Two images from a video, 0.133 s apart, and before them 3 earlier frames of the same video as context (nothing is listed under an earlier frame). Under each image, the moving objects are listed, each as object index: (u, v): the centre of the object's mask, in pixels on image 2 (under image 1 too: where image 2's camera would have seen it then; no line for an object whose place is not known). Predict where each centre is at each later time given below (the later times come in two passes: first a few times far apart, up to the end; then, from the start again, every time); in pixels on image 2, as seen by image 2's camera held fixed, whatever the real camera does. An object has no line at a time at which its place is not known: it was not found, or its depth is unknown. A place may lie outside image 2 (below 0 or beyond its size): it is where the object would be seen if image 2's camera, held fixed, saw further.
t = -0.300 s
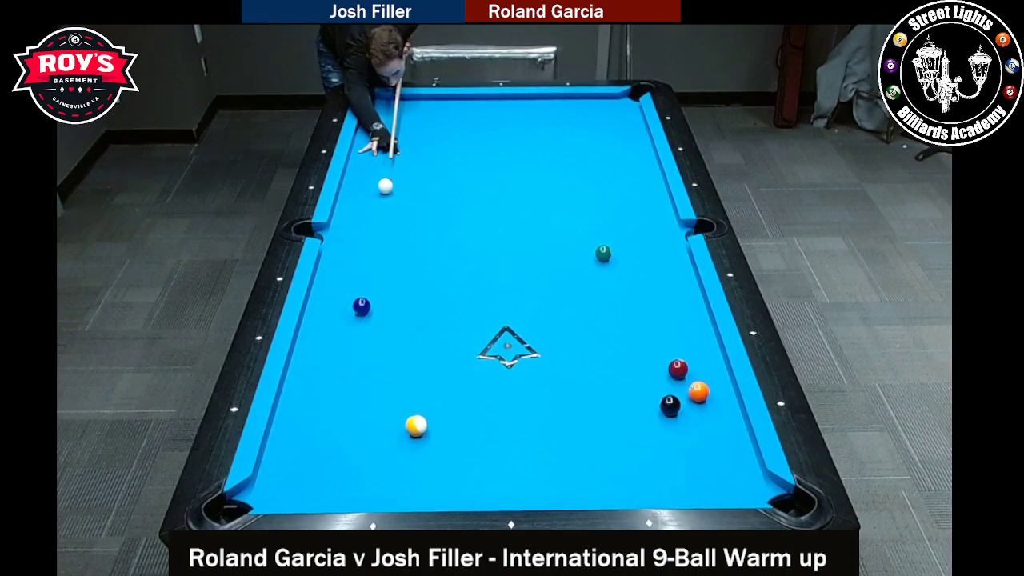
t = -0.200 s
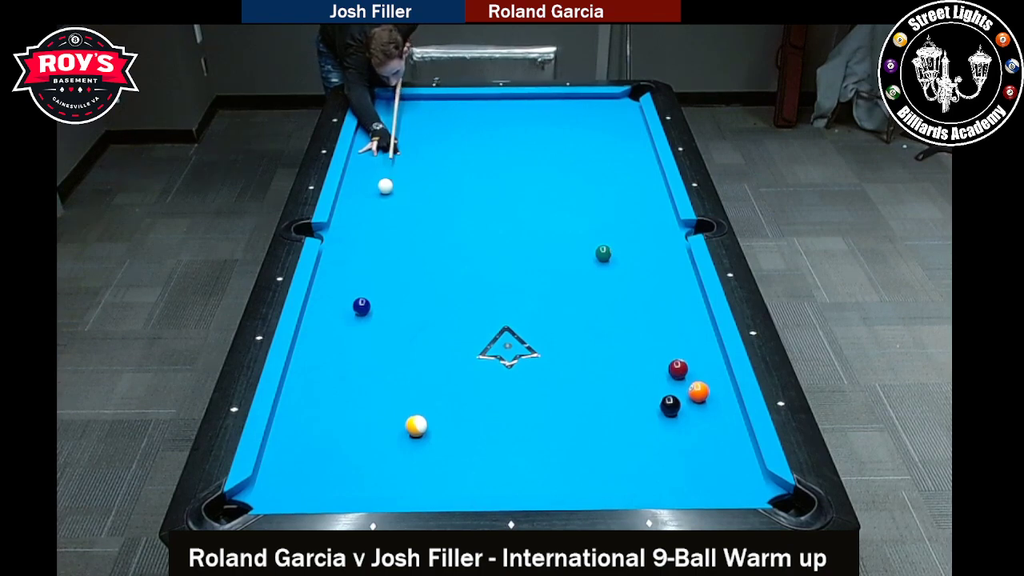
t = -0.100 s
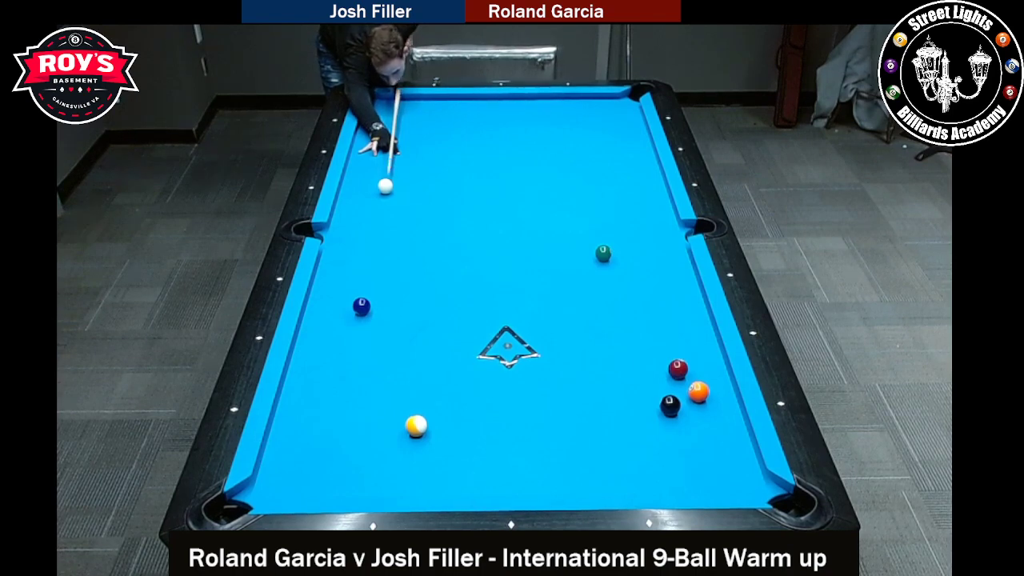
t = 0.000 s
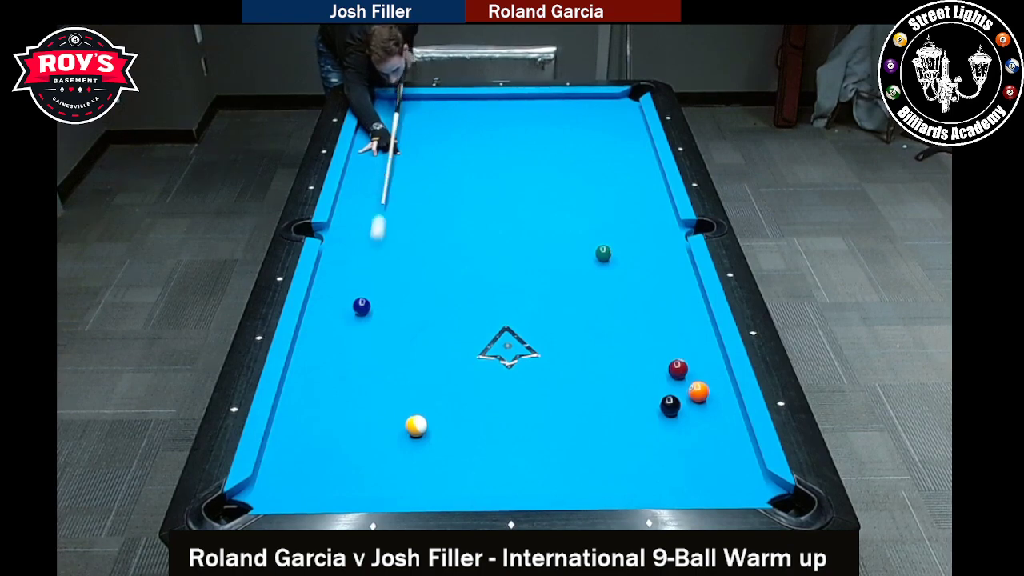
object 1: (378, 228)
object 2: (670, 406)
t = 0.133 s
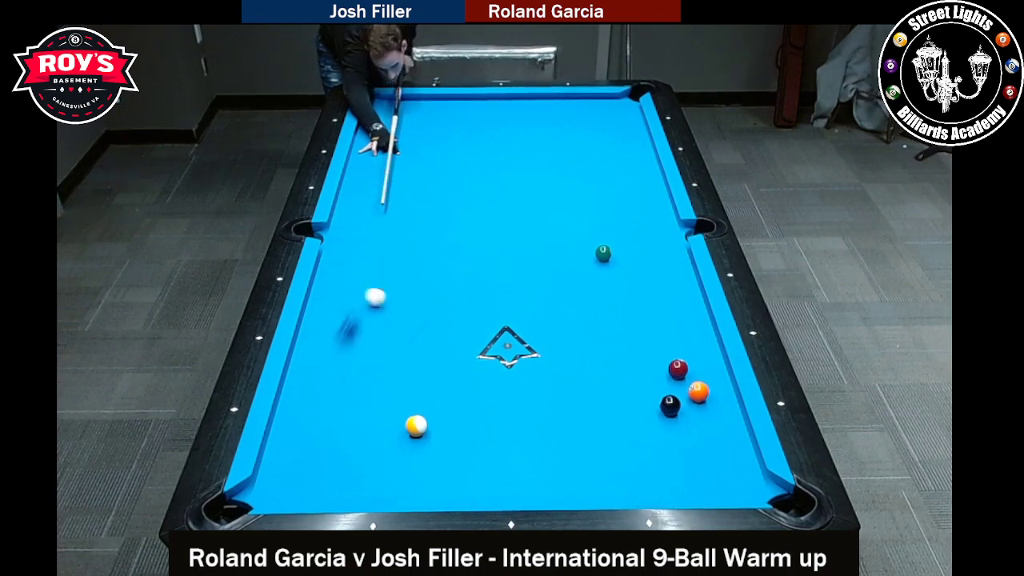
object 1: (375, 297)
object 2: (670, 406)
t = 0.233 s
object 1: (399, 305)
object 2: (670, 406)
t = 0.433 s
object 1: (442, 332)
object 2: (670, 406)
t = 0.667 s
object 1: (492, 369)
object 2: (670, 406)
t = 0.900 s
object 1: (547, 411)
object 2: (670, 406)
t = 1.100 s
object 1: (599, 450)
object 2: (670, 406)
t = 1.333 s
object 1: (664, 480)
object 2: (670, 406)
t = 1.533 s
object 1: (712, 454)
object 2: (670, 406)
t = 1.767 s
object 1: (725, 425)
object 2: (670, 406)
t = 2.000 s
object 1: (687, 400)
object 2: (662, 406)
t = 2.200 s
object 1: (672, 387)
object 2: (639, 406)
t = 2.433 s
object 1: (655, 373)
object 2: (613, 406)
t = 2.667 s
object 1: (641, 361)
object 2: (590, 407)
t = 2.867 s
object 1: (630, 351)
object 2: (571, 407)
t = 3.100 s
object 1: (618, 341)
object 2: (551, 408)
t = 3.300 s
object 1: (608, 334)
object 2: (535, 408)
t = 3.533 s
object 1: (599, 326)
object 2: (517, 408)
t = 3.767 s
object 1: (590, 319)
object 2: (501, 409)
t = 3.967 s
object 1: (583, 314)
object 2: (489, 409)
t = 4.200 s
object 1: (577, 308)
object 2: (476, 410)
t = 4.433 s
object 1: (572, 303)
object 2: (465, 411)
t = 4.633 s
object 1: (568, 300)
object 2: (457, 412)
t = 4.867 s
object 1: (564, 297)
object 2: (449, 413)
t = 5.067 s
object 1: (561, 295)
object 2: (443, 414)
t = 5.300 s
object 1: (558, 292)
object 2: (438, 415)
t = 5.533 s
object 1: (557, 291)
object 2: (434, 415)
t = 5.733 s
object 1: (555, 290)
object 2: (433, 415)
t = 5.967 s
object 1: (555, 290)
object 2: (432, 415)
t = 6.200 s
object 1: (555, 290)
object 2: (432, 415)
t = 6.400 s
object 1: (555, 290)
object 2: (432, 415)
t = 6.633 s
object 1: (555, 290)
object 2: (432, 415)
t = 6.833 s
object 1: (555, 290)
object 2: (432, 415)
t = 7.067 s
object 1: (555, 290)
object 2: (432, 415)
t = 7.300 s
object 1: (555, 290)
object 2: (432, 415)
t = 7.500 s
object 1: (555, 290)
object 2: (432, 415)
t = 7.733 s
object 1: (555, 290)
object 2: (432, 415)
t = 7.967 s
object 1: (555, 290)
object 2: (432, 415)
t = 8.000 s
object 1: (555, 290)
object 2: (432, 415)
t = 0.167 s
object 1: (383, 299)
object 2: (670, 406)
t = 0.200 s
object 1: (392, 302)
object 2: (670, 406)
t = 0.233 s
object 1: (399, 305)
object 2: (670, 406)
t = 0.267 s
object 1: (407, 308)
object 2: (670, 406)
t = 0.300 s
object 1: (414, 312)
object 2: (670, 406)
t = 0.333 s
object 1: (421, 316)
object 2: (670, 406)
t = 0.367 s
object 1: (428, 321)
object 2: (670, 406)
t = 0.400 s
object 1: (435, 327)
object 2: (670, 406)
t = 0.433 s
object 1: (442, 332)
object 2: (670, 406)
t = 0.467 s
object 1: (449, 337)
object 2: (670, 406)
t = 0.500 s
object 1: (456, 342)
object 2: (670, 406)
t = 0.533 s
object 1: (463, 347)
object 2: (670, 406)
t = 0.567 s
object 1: (469, 352)
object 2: (670, 406)
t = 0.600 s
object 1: (476, 358)
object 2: (670, 406)
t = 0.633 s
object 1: (484, 364)
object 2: (670, 406)
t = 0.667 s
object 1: (492, 369)
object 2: (670, 406)
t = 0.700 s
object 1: (499, 375)
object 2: (670, 406)
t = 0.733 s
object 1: (507, 381)
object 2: (670, 406)
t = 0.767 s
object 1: (515, 387)
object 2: (670, 406)
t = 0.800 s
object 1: (523, 393)
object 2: (670, 406)
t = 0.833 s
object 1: (531, 398)
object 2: (670, 406)
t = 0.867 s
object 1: (539, 404)
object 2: (670, 406)
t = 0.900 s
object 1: (547, 411)
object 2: (670, 406)
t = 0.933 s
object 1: (556, 417)
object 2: (670, 406)
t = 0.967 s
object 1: (564, 424)
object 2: (670, 406)
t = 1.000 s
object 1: (573, 430)
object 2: (670, 406)
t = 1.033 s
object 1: (581, 437)
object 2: (670, 406)
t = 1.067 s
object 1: (590, 443)
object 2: (670, 406)
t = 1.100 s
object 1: (599, 450)
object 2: (670, 406)
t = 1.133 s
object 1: (609, 457)
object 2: (670, 406)
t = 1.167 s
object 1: (618, 464)
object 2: (670, 406)
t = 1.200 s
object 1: (627, 471)
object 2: (670, 406)
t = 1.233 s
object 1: (636, 478)
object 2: (670, 406)
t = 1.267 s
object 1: (646, 483)
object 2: (670, 406)
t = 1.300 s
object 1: (656, 484)
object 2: (670, 406)
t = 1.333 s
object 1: (664, 480)
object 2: (670, 406)
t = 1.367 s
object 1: (672, 476)
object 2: (670, 406)
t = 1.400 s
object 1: (680, 471)
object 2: (670, 406)
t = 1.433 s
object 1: (688, 467)
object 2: (670, 406)
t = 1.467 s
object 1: (696, 462)
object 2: (670, 406)
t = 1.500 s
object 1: (704, 458)
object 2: (670, 406)
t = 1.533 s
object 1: (712, 454)
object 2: (670, 406)
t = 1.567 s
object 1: (719, 450)
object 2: (670, 406)
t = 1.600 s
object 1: (726, 445)
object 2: (670, 406)
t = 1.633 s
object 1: (734, 441)
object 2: (670, 406)
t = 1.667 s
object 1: (741, 437)
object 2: (670, 406)
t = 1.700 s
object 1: (740, 433)
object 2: (670, 406)
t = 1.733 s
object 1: (732, 429)
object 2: (670, 406)
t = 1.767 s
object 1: (725, 425)
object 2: (670, 406)
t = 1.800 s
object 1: (719, 420)
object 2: (670, 406)
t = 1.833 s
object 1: (712, 417)
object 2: (670, 406)
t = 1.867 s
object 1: (705, 413)
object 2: (670, 406)
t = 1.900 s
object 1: (699, 409)
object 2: (670, 406)
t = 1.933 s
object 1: (694, 405)
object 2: (670, 406)
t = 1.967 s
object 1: (690, 402)
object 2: (667, 405)
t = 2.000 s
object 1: (687, 400)
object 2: (662, 406)
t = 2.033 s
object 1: (685, 398)
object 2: (658, 406)
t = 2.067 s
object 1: (682, 396)
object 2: (654, 406)
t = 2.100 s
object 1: (679, 394)
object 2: (650, 406)
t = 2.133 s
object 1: (677, 391)
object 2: (646, 406)
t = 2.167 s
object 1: (674, 389)
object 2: (643, 405)
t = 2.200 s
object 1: (672, 387)
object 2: (639, 406)
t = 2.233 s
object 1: (669, 385)
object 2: (635, 406)
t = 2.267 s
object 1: (667, 383)
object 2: (631, 406)
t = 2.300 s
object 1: (665, 381)
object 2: (628, 406)
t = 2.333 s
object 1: (662, 379)
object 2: (624, 406)
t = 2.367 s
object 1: (660, 377)
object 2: (621, 406)
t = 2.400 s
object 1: (658, 375)
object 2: (617, 406)
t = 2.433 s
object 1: (655, 373)
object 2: (613, 406)
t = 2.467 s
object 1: (653, 371)
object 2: (610, 406)
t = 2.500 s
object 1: (651, 370)
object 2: (606, 406)
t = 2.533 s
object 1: (649, 368)
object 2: (603, 406)
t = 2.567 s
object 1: (647, 366)
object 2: (600, 406)
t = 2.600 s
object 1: (645, 364)
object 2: (596, 406)
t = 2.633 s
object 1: (643, 363)
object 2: (593, 406)
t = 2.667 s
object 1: (641, 361)
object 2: (590, 407)
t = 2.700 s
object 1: (639, 359)
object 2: (587, 406)
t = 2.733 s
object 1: (637, 358)
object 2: (583, 407)
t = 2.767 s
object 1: (635, 356)
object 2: (580, 407)
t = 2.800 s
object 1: (633, 354)
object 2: (577, 407)
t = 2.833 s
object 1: (631, 353)
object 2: (574, 407)
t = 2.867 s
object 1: (630, 351)
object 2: (571, 407)
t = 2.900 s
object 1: (628, 350)
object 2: (568, 407)
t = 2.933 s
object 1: (626, 348)
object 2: (565, 407)
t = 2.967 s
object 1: (624, 347)
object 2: (562, 407)
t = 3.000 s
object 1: (623, 345)
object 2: (559, 408)
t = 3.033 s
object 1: (621, 344)
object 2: (556, 408)
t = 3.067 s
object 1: (619, 343)
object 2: (553, 407)
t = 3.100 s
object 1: (618, 341)
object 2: (551, 408)
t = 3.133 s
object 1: (616, 340)
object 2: (548, 408)
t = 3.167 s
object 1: (614, 339)
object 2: (545, 408)
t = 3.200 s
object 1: (613, 338)
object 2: (542, 408)
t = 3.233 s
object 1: (611, 336)
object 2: (540, 408)
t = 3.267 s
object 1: (610, 335)
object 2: (537, 408)
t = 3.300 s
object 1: (608, 334)
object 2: (535, 408)
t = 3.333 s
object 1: (607, 332)
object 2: (532, 408)
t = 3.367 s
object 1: (605, 331)
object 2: (529, 408)
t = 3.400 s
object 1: (604, 330)
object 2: (527, 408)
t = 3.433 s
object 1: (603, 329)
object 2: (524, 408)
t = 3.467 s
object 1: (601, 328)
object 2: (522, 408)
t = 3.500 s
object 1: (600, 327)
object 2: (520, 408)
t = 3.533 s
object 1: (599, 326)
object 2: (517, 408)
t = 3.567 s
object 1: (597, 325)
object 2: (515, 408)
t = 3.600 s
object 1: (596, 324)
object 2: (512, 408)
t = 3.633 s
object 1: (595, 322)
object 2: (510, 408)
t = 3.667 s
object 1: (593, 322)
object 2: (508, 409)
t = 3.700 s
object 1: (592, 321)
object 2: (505, 408)
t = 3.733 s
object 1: (591, 320)
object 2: (503, 409)
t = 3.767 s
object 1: (590, 319)
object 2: (501, 409)
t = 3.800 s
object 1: (589, 318)
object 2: (499, 409)
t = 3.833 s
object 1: (588, 317)
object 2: (497, 409)
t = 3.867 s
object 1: (587, 316)
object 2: (495, 409)
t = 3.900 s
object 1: (586, 315)
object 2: (493, 409)
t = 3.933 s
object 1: (585, 314)
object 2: (491, 409)
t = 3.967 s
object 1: (583, 314)
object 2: (489, 409)
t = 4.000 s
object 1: (583, 313)
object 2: (487, 410)
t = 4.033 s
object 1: (582, 312)
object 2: (485, 410)
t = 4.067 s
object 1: (581, 311)
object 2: (483, 410)
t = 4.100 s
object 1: (580, 310)
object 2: (481, 410)
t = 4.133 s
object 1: (579, 310)
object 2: (480, 410)
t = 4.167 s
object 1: (578, 309)
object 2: (478, 410)
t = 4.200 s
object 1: (577, 308)
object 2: (476, 410)
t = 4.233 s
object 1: (576, 307)
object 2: (474, 410)
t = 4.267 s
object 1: (576, 307)
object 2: (473, 410)
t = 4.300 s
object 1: (575, 306)
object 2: (471, 411)
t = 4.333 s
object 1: (574, 305)
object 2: (469, 411)
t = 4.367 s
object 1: (573, 305)
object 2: (468, 411)
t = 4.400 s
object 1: (573, 304)
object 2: (467, 411)
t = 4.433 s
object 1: (572, 303)
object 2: (465, 411)
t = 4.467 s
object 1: (571, 303)
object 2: (464, 412)
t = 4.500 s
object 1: (570, 302)
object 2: (462, 412)
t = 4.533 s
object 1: (570, 302)
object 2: (461, 412)
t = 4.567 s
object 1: (569, 301)
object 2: (459, 412)
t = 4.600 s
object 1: (568, 301)
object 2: (458, 412)
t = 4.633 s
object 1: (568, 300)
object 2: (457, 412)
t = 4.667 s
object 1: (567, 300)
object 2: (456, 413)
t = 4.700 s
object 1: (567, 299)
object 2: (454, 413)
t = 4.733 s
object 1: (566, 298)
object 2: (453, 413)
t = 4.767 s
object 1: (565, 298)
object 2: (452, 413)
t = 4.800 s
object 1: (565, 298)
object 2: (451, 413)
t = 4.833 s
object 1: (564, 297)
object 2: (450, 413)
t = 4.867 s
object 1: (564, 297)
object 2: (449, 413)
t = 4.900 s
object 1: (563, 296)
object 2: (448, 414)
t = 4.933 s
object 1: (563, 296)
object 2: (447, 414)
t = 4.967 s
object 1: (562, 296)
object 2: (446, 414)
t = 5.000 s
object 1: (562, 295)
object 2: (445, 414)
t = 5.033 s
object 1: (562, 295)
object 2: (444, 414)
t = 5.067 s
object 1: (561, 295)
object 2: (443, 414)
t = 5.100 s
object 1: (561, 294)
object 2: (442, 414)
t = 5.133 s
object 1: (560, 294)
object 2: (442, 414)
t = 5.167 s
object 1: (560, 294)
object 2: (441, 414)
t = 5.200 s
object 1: (559, 293)
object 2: (440, 415)
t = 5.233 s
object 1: (559, 293)
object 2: (439, 415)
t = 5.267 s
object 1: (559, 292)
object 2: (439, 415)
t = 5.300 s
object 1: (558, 292)
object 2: (438, 415)
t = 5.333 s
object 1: (558, 292)
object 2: (437, 415)
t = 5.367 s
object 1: (558, 292)
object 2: (437, 415)
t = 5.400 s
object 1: (558, 292)
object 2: (436, 415)
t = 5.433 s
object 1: (557, 291)
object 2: (436, 415)
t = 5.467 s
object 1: (557, 291)
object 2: (435, 415)
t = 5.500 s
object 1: (557, 291)
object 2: (435, 415)
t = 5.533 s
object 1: (557, 291)
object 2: (434, 415)
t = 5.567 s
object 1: (556, 291)
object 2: (434, 415)
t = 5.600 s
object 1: (556, 291)
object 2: (434, 415)
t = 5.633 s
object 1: (556, 291)
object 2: (433, 415)
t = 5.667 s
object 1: (556, 290)
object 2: (433, 415)
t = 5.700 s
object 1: (556, 290)
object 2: (433, 415)
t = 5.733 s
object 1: (555, 290)
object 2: (433, 415)
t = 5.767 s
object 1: (555, 290)
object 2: (433, 415)
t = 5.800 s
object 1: (555, 290)
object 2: (433, 415)
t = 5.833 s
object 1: (555, 290)
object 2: (432, 415)
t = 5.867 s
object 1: (555, 290)
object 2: (432, 415)
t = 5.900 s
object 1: (555, 290)
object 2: (432, 415)
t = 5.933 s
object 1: (555, 290)
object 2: (432, 415)
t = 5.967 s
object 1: (555, 290)
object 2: (432, 415)
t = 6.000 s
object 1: (555, 290)
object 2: (432, 415)
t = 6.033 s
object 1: (555, 290)
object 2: (432, 415)
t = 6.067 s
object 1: (555, 290)
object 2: (432, 415)
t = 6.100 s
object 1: (555, 290)
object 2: (432, 415)
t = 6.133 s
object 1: (555, 290)
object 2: (432, 415)
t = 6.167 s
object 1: (555, 290)
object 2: (432, 415)
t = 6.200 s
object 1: (555, 290)
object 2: (432, 415)
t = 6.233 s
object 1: (555, 290)
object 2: (432, 415)
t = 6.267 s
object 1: (555, 290)
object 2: (432, 415)
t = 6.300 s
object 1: (555, 290)
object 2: (432, 415)
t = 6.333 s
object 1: (555, 290)
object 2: (432, 415)
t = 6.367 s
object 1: (555, 290)
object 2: (432, 415)
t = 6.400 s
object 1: (555, 290)
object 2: (432, 415)
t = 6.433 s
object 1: (555, 290)
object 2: (432, 415)
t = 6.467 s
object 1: (555, 290)
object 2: (432, 415)
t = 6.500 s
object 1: (555, 290)
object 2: (432, 415)
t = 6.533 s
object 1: (555, 290)
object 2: (432, 415)
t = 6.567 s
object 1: (555, 290)
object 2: (432, 415)
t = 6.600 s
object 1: (555, 290)
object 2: (432, 415)
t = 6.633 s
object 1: (555, 290)
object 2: (432, 415)
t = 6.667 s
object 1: (555, 290)
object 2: (432, 415)
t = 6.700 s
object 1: (555, 290)
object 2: (432, 415)
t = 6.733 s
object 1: (555, 290)
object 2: (432, 415)
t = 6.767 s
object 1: (555, 290)
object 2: (432, 415)
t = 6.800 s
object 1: (555, 290)
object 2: (432, 415)
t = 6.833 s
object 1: (555, 290)
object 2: (432, 415)
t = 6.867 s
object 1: (555, 290)
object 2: (432, 415)
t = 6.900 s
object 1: (555, 290)
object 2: (432, 415)
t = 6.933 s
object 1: (555, 290)
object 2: (432, 415)
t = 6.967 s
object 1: (555, 290)
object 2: (432, 415)
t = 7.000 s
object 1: (555, 290)
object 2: (432, 415)
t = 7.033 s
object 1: (555, 290)
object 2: (432, 415)
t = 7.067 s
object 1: (555, 290)
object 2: (432, 415)
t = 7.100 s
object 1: (555, 290)
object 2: (432, 415)
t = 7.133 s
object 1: (555, 290)
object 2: (432, 415)
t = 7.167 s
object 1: (555, 290)
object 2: (432, 415)
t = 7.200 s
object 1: (555, 290)
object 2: (432, 415)
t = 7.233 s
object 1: (555, 290)
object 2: (432, 415)
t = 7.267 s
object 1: (555, 290)
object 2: (432, 415)
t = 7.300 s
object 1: (555, 290)
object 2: (432, 415)
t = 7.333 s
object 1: (555, 290)
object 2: (432, 415)
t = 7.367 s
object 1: (555, 290)
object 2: (432, 415)
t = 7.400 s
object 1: (555, 290)
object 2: (432, 415)
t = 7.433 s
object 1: (555, 290)
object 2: (432, 415)
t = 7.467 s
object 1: (555, 290)
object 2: (432, 415)
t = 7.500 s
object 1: (555, 290)
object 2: (432, 415)
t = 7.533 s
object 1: (555, 290)
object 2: (432, 415)
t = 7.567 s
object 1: (555, 290)
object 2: (432, 415)
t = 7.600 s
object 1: (555, 290)
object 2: (432, 415)
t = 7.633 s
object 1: (555, 290)
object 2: (432, 415)
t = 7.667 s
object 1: (555, 290)
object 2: (432, 415)
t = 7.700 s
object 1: (555, 290)
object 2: (432, 415)
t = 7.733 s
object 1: (555, 290)
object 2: (432, 415)
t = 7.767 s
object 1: (555, 290)
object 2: (432, 415)
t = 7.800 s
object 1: (555, 290)
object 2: (432, 415)
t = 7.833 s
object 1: (555, 290)
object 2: (432, 415)
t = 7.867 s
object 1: (555, 290)
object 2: (432, 415)
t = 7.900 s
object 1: (555, 290)
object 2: (432, 415)
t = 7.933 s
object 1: (555, 290)
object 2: (432, 415)
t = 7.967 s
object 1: (555, 290)
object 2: (432, 415)
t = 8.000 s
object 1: (555, 290)
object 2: (432, 415)
